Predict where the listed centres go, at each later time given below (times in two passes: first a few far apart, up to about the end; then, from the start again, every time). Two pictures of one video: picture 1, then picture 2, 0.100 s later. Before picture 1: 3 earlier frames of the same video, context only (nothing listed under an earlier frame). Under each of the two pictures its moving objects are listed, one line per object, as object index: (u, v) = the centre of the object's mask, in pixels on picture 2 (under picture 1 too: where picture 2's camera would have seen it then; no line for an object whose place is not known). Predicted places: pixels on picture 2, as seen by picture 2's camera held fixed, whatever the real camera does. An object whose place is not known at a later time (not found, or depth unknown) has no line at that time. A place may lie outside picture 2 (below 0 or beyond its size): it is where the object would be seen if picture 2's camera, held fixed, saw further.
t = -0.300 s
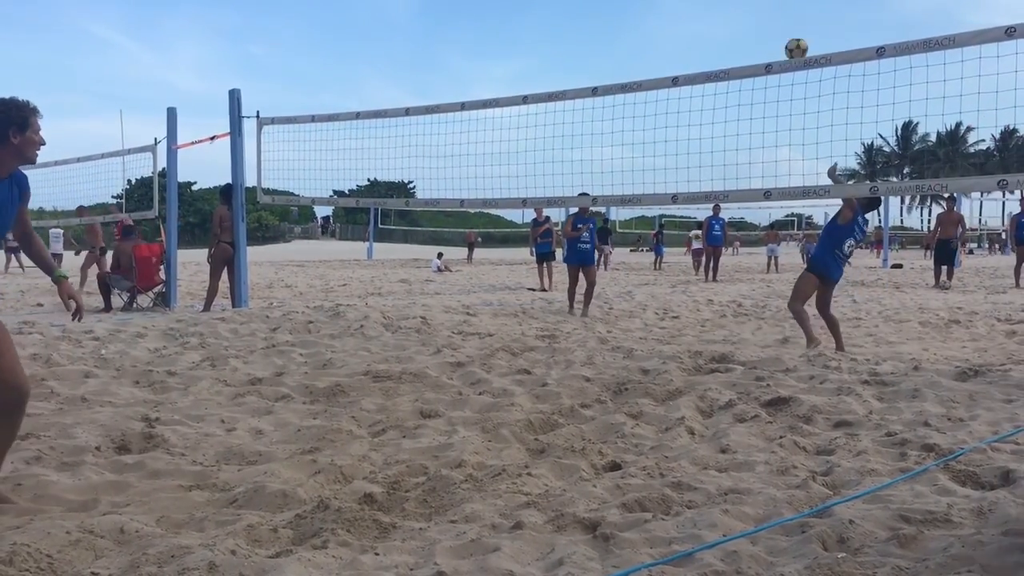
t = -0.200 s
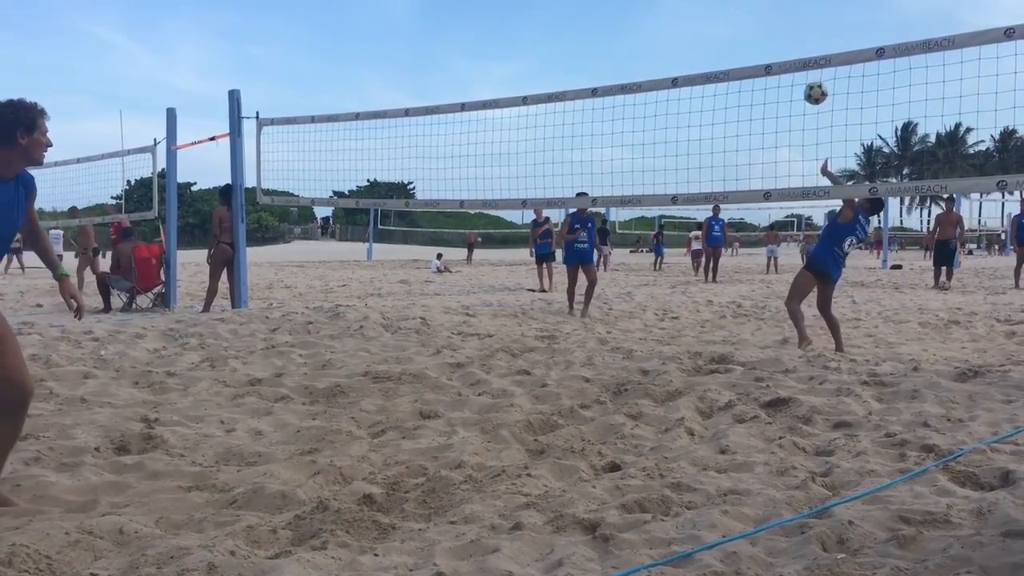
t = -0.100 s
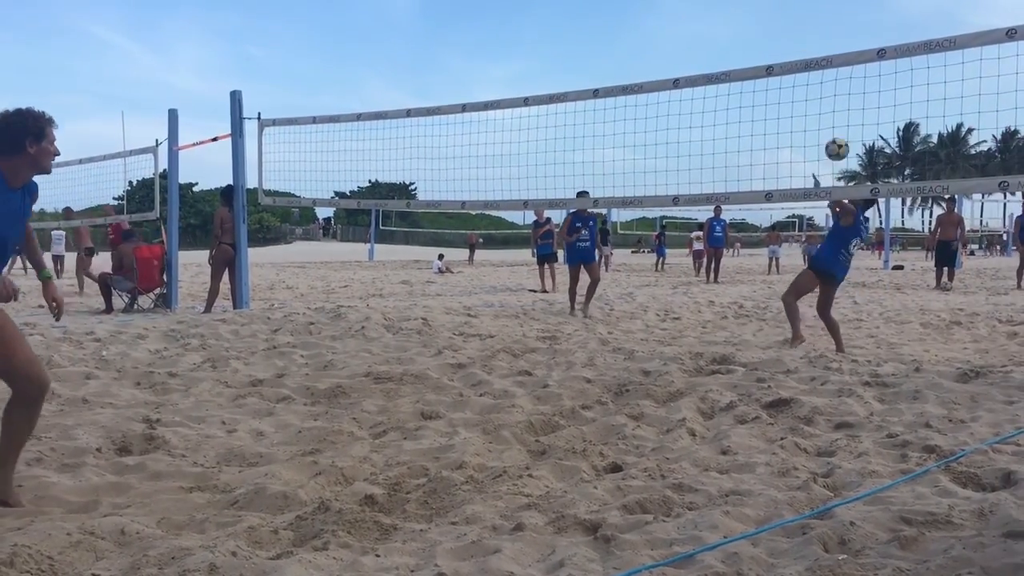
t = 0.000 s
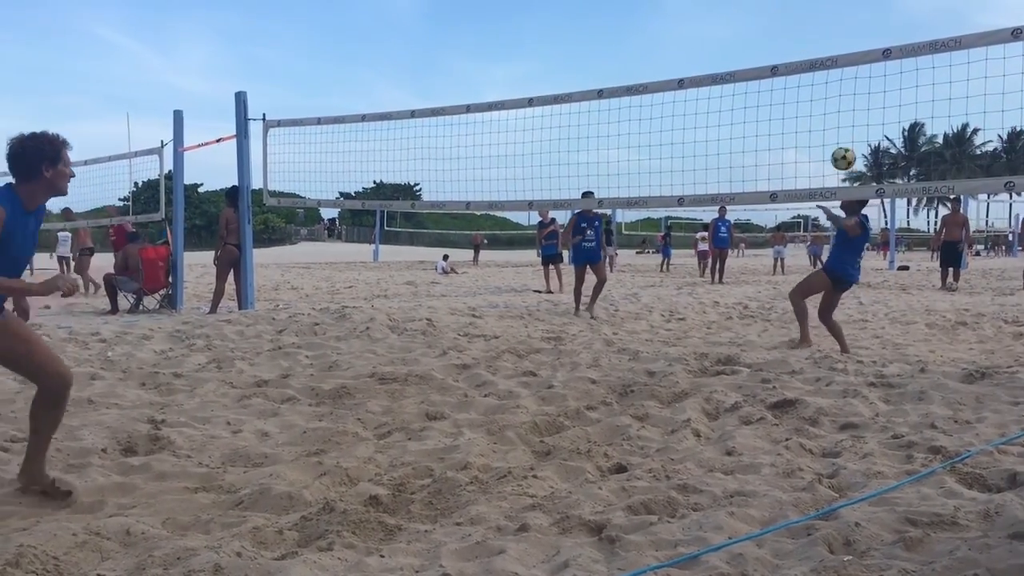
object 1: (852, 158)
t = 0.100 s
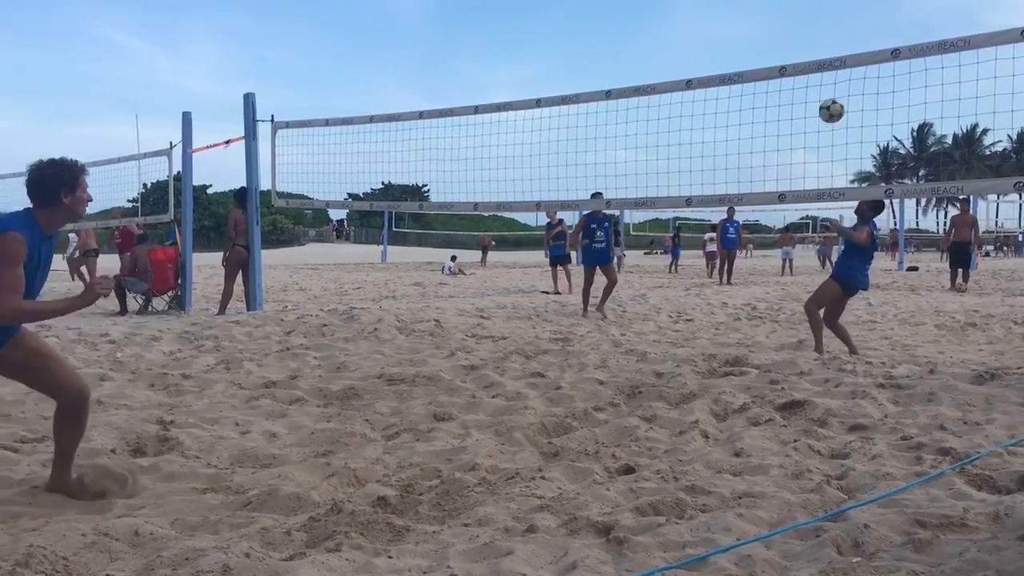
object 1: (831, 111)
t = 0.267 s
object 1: (794, 49)
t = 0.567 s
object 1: (716, 9)
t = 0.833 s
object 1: (628, 71)
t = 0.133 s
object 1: (824, 96)
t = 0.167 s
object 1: (817, 84)
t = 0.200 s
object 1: (810, 78)
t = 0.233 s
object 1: (802, 55)
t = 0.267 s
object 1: (794, 49)
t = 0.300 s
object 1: (786, 40)
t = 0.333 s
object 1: (778, 32)
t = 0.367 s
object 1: (770, 25)
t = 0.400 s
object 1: (762, 19)
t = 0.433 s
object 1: (754, 14)
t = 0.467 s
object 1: (744, 11)
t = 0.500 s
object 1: (735, 9)
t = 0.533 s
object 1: (726, 9)
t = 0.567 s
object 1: (716, 9)
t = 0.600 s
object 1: (706, 10)
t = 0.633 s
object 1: (696, 14)
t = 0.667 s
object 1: (685, 19)
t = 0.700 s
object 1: (674, 26)
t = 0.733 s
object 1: (663, 34)
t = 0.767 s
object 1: (652, 45)
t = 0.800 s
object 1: (640, 57)
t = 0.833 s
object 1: (628, 71)
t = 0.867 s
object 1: (616, 87)
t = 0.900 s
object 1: (603, 105)
